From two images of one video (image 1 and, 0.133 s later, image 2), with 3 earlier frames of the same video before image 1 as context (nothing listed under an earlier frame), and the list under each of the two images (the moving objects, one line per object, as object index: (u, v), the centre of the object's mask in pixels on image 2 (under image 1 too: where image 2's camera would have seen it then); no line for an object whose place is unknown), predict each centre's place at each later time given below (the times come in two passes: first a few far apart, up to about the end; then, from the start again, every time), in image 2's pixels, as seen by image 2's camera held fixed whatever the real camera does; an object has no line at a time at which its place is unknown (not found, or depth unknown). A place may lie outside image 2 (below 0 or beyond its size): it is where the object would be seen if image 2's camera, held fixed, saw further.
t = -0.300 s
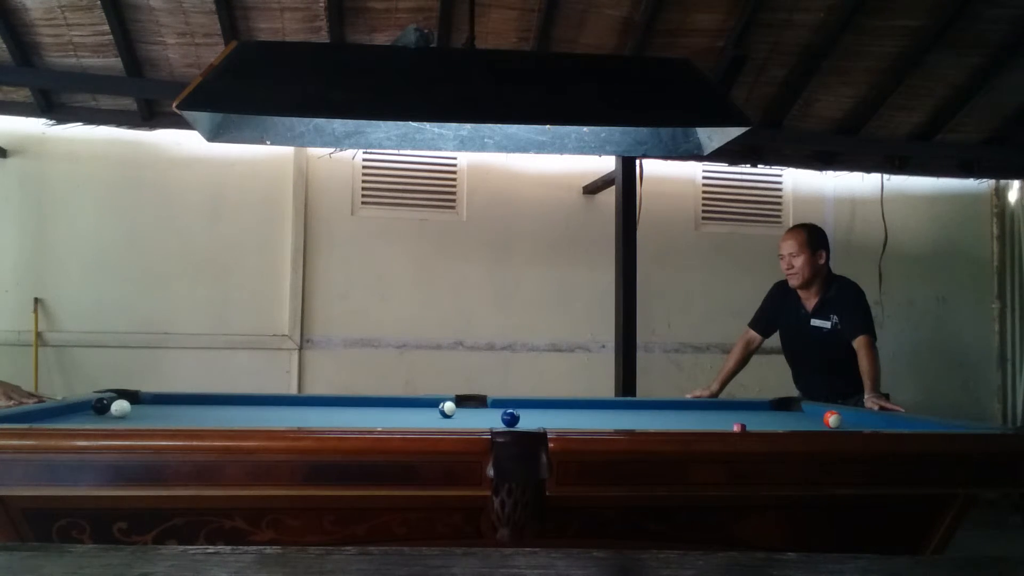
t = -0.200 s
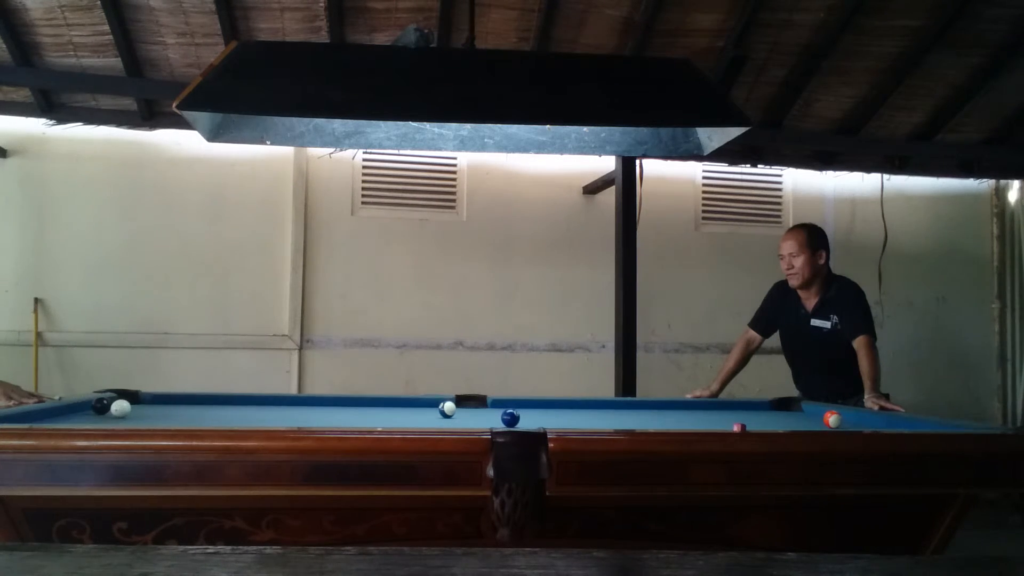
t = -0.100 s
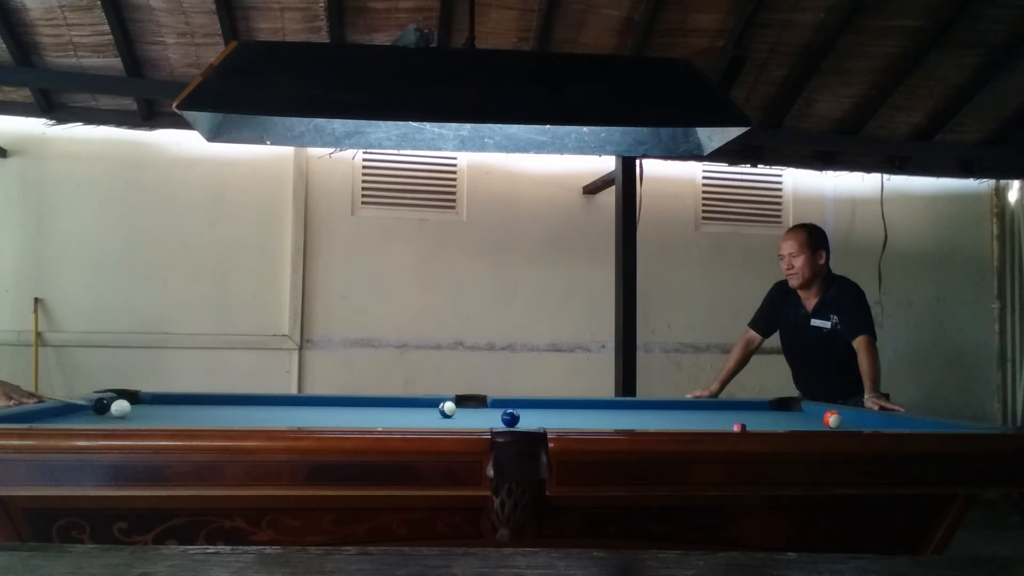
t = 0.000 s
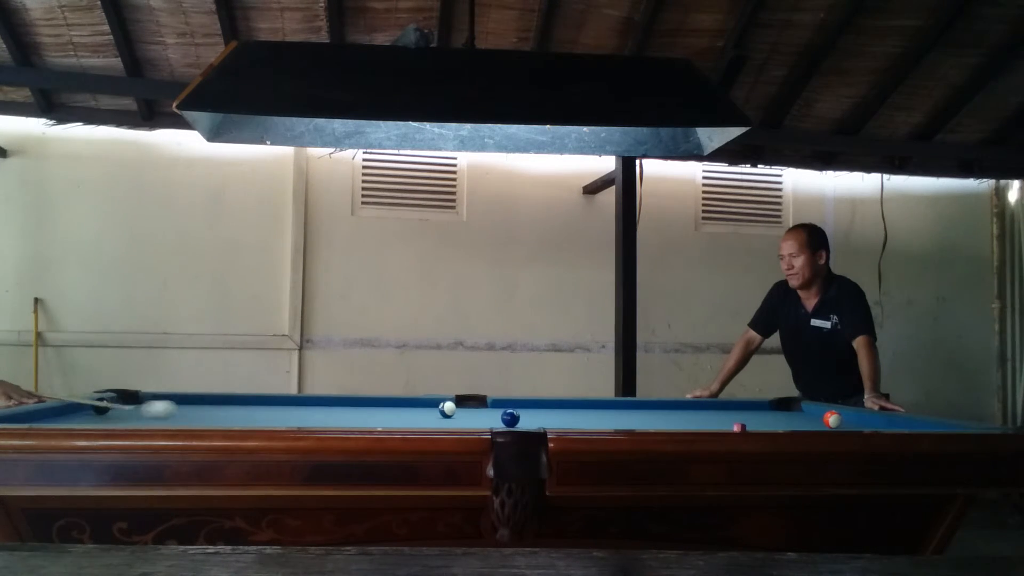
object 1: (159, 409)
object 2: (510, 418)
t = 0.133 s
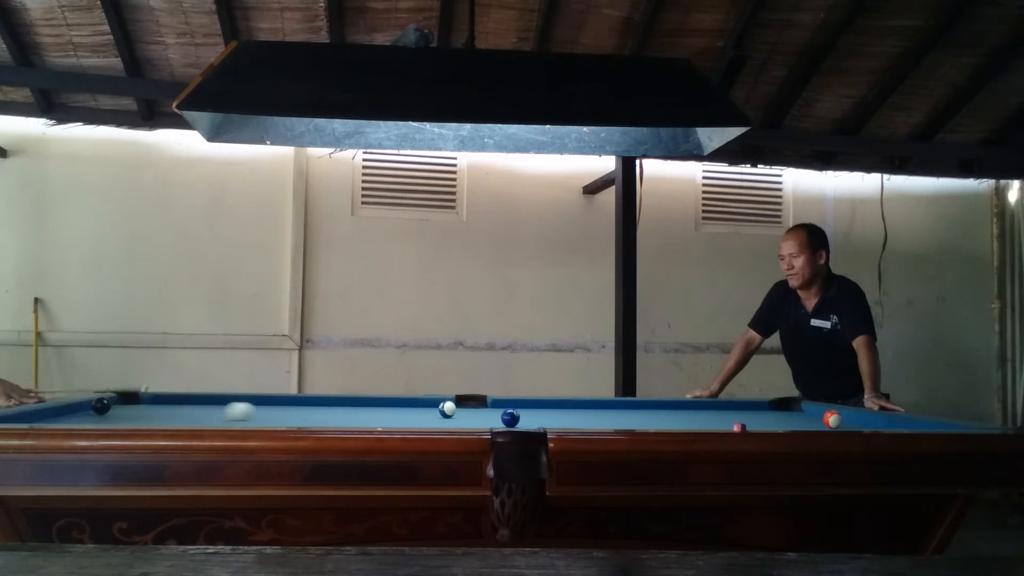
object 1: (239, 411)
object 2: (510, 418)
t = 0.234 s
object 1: (293, 413)
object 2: (510, 418)
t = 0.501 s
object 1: (432, 416)
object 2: (510, 418)
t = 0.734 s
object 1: (506, 416)
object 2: (556, 419)
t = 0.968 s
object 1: (542, 414)
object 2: (628, 421)
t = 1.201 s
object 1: (576, 413)
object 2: (703, 422)
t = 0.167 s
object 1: (257, 412)
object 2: (510, 418)
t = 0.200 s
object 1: (275, 412)
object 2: (510, 418)
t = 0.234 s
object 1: (293, 413)
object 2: (510, 418)
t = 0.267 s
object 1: (310, 413)
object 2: (510, 418)
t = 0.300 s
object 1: (328, 413)
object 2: (510, 418)
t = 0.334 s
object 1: (345, 414)
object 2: (510, 418)
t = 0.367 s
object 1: (363, 414)
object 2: (510, 418)
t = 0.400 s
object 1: (382, 415)
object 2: (510, 418)
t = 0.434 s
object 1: (398, 415)
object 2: (510, 418)
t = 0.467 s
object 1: (416, 415)
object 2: (510, 418)
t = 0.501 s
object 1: (432, 416)
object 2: (510, 418)
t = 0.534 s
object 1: (452, 416)
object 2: (510, 418)
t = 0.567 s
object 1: (469, 416)
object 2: (510, 418)
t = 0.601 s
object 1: (486, 417)
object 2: (510, 418)
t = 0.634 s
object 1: (494, 417)
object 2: (519, 419)
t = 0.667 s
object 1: (497, 416)
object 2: (533, 419)
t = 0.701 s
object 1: (501, 416)
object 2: (545, 419)
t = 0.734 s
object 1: (506, 416)
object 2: (556, 419)
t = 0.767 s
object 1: (511, 415)
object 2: (567, 419)
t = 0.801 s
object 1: (516, 415)
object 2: (577, 420)
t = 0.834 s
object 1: (522, 415)
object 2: (587, 420)
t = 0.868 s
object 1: (527, 415)
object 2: (597, 420)
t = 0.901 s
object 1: (532, 415)
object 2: (607, 420)
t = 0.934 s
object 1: (537, 415)
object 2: (617, 421)
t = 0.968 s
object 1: (542, 414)
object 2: (628, 421)
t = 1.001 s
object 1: (547, 414)
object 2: (639, 421)
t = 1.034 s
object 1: (552, 414)
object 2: (649, 422)
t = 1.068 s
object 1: (557, 414)
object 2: (660, 422)
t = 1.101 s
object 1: (562, 414)
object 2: (670, 422)
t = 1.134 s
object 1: (567, 413)
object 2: (681, 422)
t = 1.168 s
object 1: (571, 413)
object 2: (692, 422)
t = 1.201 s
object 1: (576, 413)
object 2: (703, 422)
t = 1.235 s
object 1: (581, 413)
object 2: (713, 423)
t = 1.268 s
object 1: (586, 412)
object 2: (723, 424)
